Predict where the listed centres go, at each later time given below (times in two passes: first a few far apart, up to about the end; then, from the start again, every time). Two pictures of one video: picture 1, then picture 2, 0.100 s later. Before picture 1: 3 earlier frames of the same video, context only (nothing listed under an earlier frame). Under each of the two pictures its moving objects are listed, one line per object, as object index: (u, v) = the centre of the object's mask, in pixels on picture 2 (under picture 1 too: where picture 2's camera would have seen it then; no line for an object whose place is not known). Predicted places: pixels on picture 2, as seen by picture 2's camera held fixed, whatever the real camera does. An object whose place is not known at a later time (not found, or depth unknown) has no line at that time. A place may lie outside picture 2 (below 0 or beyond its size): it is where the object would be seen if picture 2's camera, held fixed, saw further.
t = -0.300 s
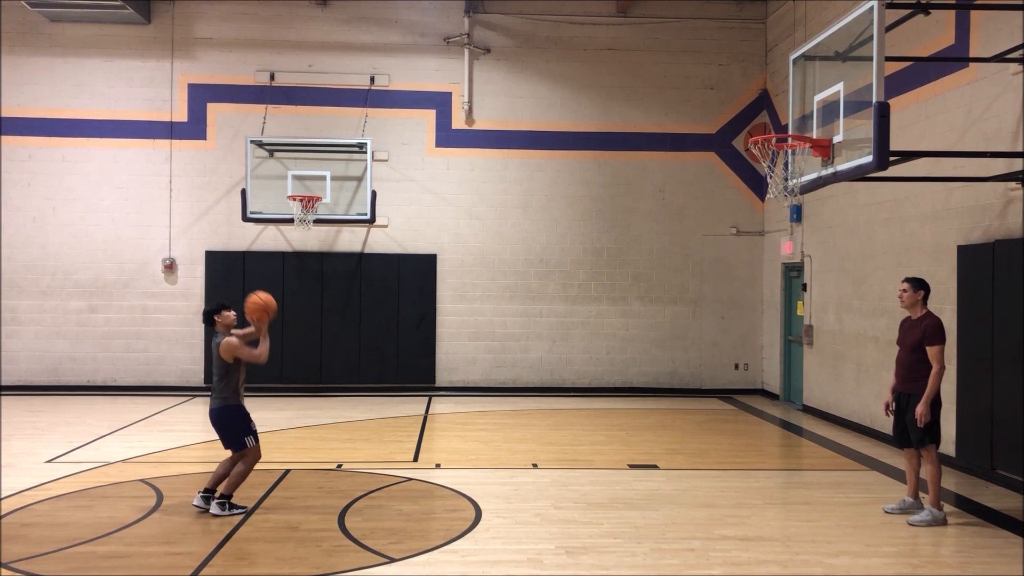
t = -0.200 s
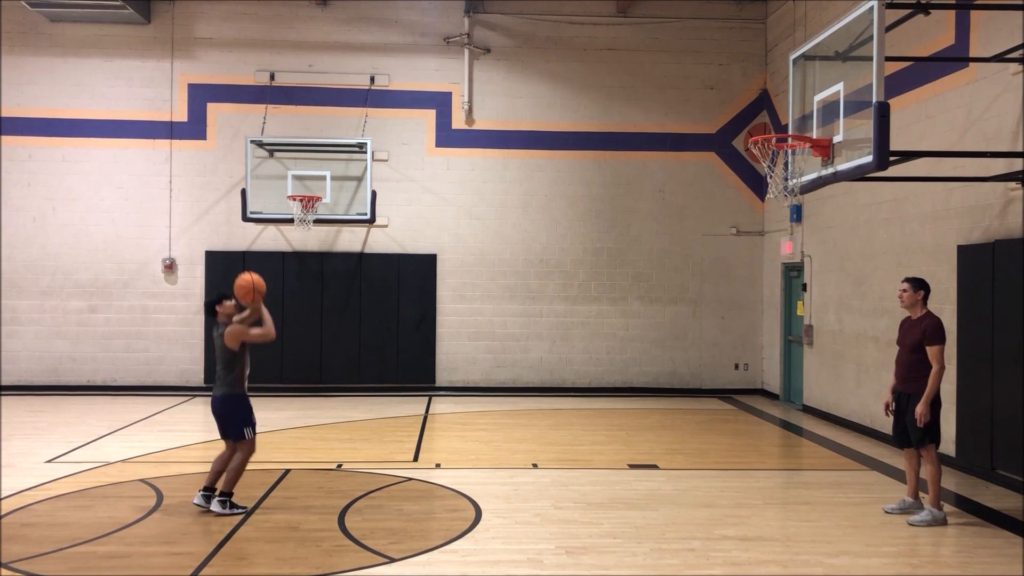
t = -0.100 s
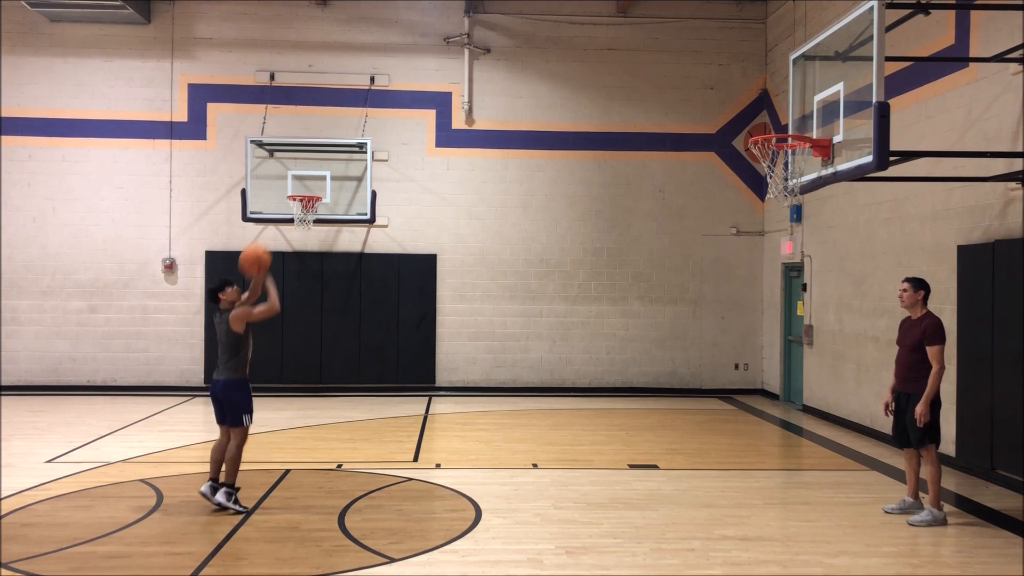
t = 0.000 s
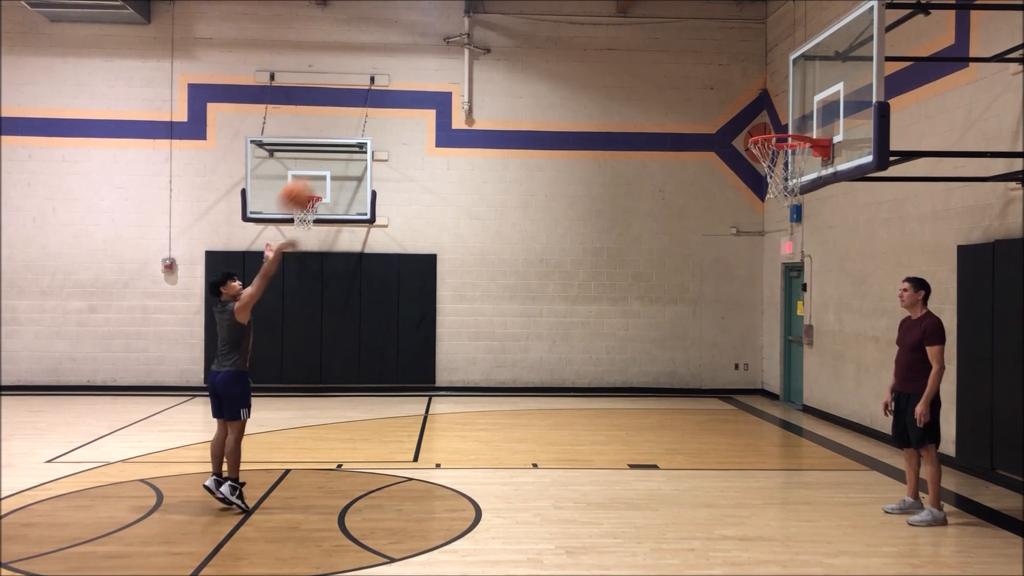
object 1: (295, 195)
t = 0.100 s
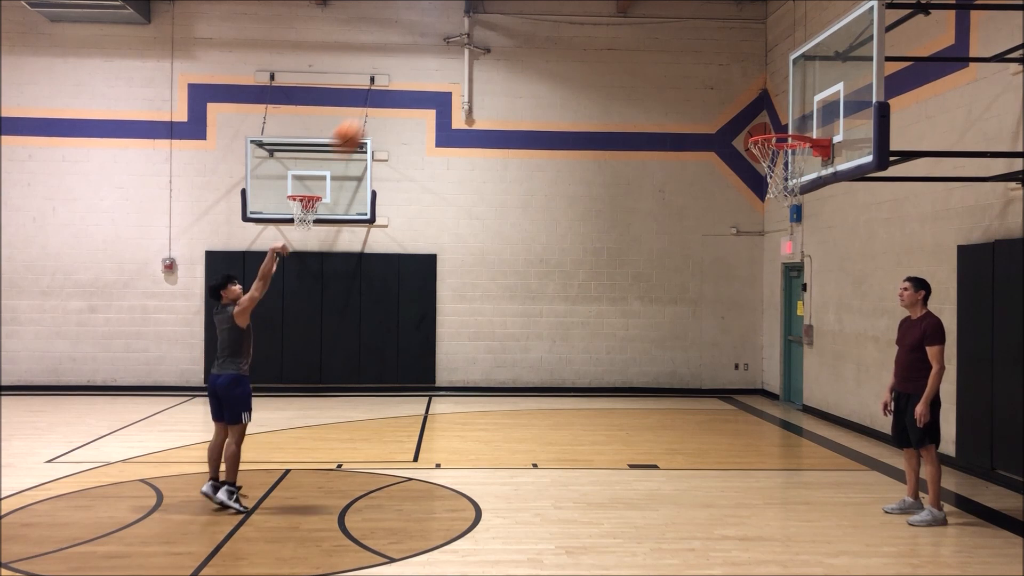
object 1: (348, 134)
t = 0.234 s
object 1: (417, 77)
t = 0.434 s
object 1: (516, 29)
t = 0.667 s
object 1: (630, 33)
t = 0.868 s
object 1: (724, 86)
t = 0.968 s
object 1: (767, 126)
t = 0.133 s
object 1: (367, 119)
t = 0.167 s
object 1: (383, 104)
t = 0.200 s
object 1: (400, 90)
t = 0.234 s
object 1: (417, 77)
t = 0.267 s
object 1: (433, 66)
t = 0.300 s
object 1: (450, 56)
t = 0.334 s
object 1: (468, 47)
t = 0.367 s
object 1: (484, 40)
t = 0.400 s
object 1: (500, 34)
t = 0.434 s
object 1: (516, 29)
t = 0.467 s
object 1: (532, 26)
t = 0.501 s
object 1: (549, 24)
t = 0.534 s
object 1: (565, 23)
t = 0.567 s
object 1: (581, 23)
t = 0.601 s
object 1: (598, 25)
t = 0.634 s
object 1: (614, 28)
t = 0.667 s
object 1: (630, 33)
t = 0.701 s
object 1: (646, 39)
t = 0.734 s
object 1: (662, 46)
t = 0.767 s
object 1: (678, 54)
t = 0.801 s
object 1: (693, 64)
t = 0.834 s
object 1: (709, 74)
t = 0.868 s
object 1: (724, 86)
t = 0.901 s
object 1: (740, 101)
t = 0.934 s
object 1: (756, 117)
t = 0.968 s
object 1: (767, 126)
